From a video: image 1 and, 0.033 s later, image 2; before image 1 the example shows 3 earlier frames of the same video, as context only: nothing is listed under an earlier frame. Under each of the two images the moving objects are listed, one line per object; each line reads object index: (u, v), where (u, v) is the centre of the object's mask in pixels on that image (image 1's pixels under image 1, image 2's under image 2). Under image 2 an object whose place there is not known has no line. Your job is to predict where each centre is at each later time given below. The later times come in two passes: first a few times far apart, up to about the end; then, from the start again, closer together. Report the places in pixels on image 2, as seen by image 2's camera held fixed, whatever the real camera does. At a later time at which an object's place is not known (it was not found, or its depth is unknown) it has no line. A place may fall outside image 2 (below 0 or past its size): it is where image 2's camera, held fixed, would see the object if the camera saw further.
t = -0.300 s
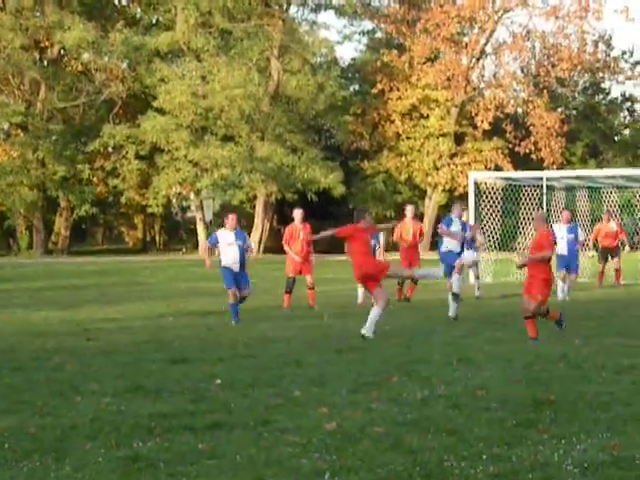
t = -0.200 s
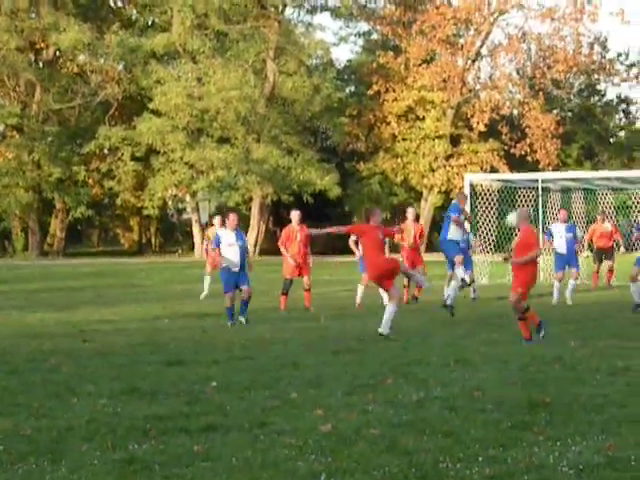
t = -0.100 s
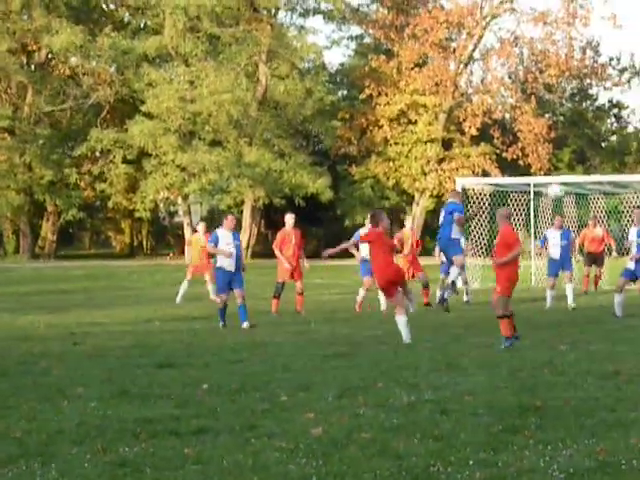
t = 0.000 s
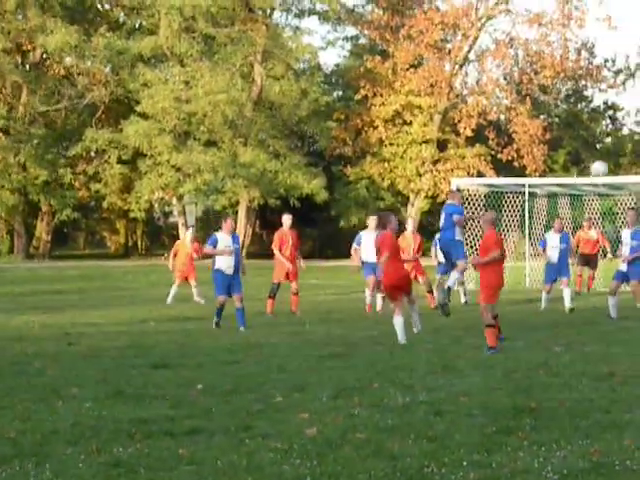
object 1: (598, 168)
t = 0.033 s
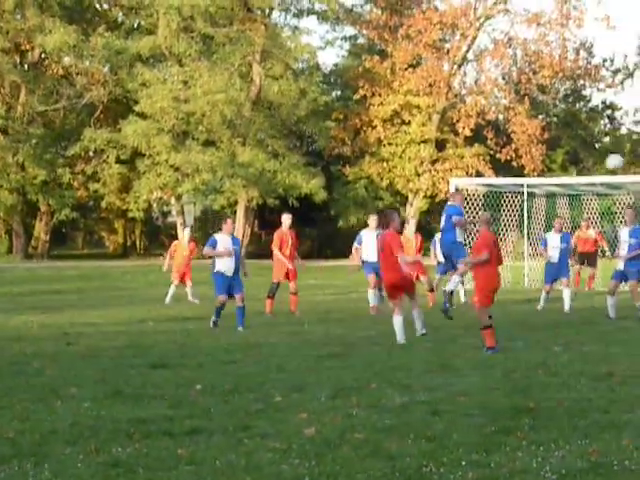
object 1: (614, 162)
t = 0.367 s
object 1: (781, 144)
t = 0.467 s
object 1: (831, 156)
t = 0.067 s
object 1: (629, 156)
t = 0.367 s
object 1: (781, 144)
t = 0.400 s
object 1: (798, 147)
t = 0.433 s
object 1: (814, 151)
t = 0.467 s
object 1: (831, 156)
